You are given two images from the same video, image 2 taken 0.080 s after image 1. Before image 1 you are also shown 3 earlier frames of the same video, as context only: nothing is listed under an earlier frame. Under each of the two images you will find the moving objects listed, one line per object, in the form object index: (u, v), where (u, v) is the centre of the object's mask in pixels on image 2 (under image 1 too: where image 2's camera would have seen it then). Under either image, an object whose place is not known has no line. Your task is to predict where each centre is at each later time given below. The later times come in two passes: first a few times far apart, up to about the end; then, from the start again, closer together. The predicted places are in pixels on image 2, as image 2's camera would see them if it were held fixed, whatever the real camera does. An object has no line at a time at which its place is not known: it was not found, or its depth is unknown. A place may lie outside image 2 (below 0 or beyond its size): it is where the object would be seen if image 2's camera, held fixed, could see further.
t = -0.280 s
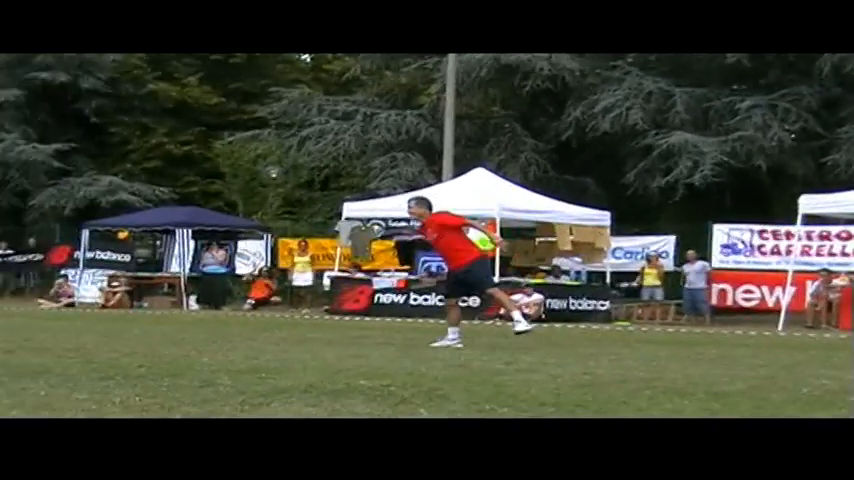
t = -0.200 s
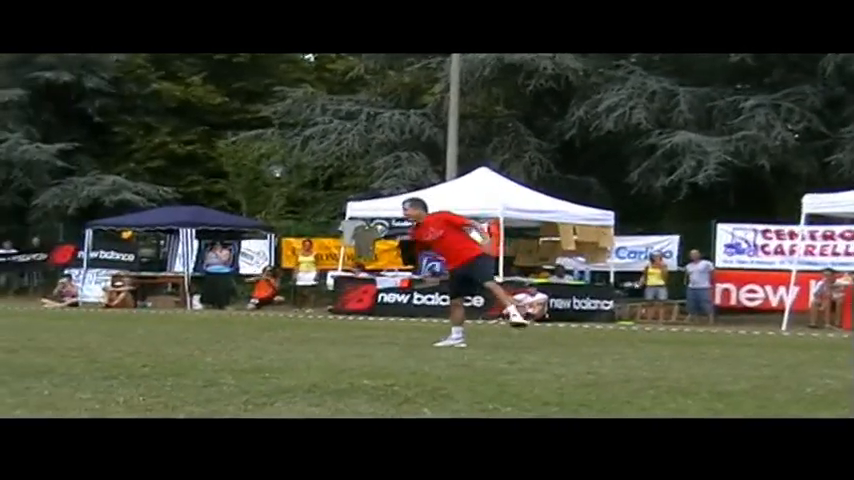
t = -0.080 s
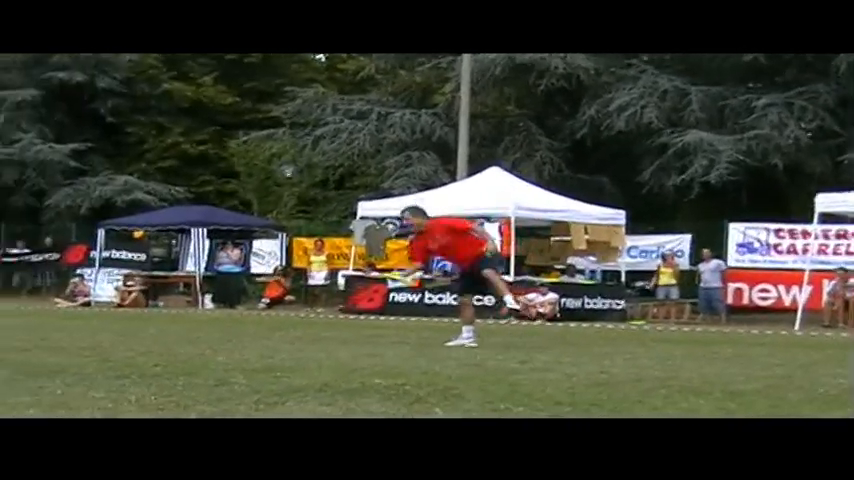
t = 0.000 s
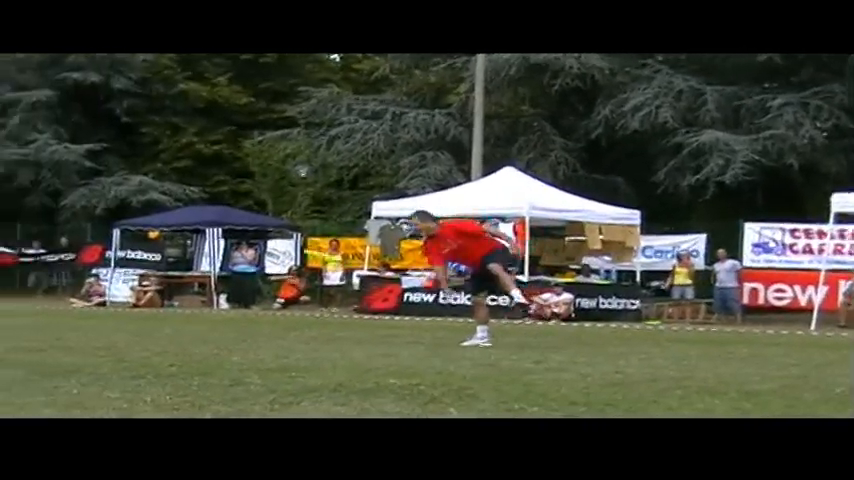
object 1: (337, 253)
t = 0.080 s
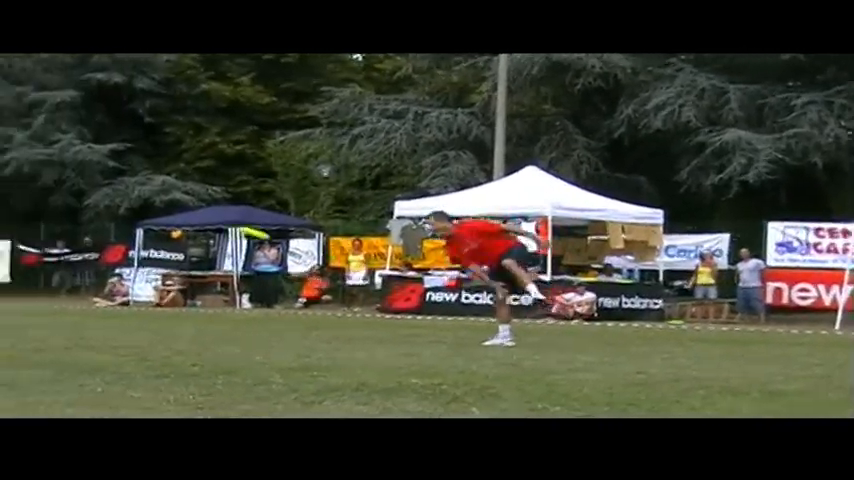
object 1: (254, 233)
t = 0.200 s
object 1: (123, 204)
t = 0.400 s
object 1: (-90, 166)
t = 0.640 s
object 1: (-337, 130)
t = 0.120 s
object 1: (209, 222)
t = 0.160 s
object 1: (166, 212)
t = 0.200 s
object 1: (123, 204)
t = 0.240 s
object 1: (80, 195)
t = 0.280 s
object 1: (37, 187)
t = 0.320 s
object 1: (-6, 179)
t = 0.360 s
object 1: (-48, 173)
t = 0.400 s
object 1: (-90, 166)
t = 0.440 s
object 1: (-133, 159)
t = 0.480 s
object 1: (-174, 153)
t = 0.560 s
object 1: (-265, 139)
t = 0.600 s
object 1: (-292, 136)
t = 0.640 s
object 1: (-337, 130)
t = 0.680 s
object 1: (-378, 125)
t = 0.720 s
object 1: (-416, 120)
